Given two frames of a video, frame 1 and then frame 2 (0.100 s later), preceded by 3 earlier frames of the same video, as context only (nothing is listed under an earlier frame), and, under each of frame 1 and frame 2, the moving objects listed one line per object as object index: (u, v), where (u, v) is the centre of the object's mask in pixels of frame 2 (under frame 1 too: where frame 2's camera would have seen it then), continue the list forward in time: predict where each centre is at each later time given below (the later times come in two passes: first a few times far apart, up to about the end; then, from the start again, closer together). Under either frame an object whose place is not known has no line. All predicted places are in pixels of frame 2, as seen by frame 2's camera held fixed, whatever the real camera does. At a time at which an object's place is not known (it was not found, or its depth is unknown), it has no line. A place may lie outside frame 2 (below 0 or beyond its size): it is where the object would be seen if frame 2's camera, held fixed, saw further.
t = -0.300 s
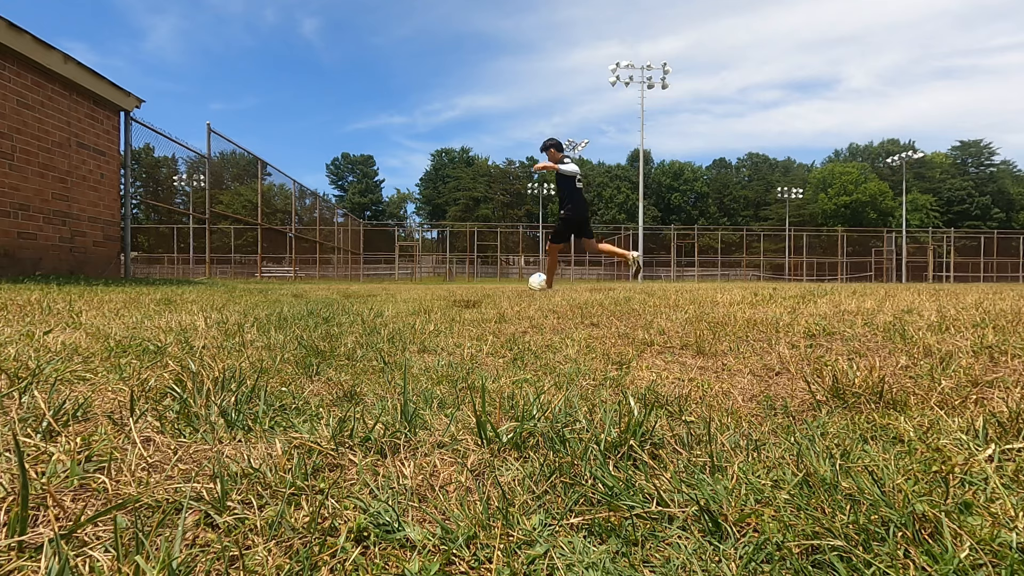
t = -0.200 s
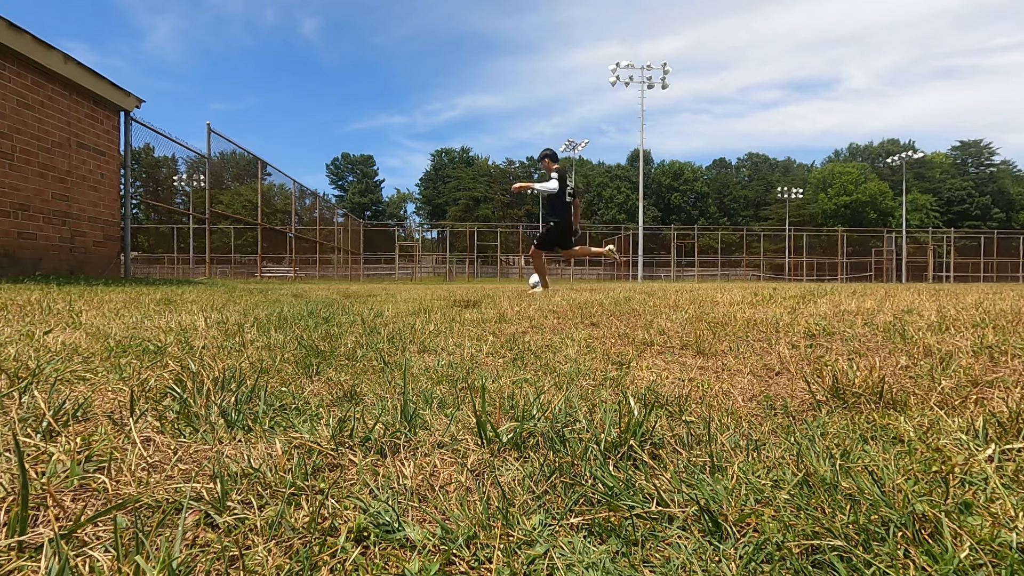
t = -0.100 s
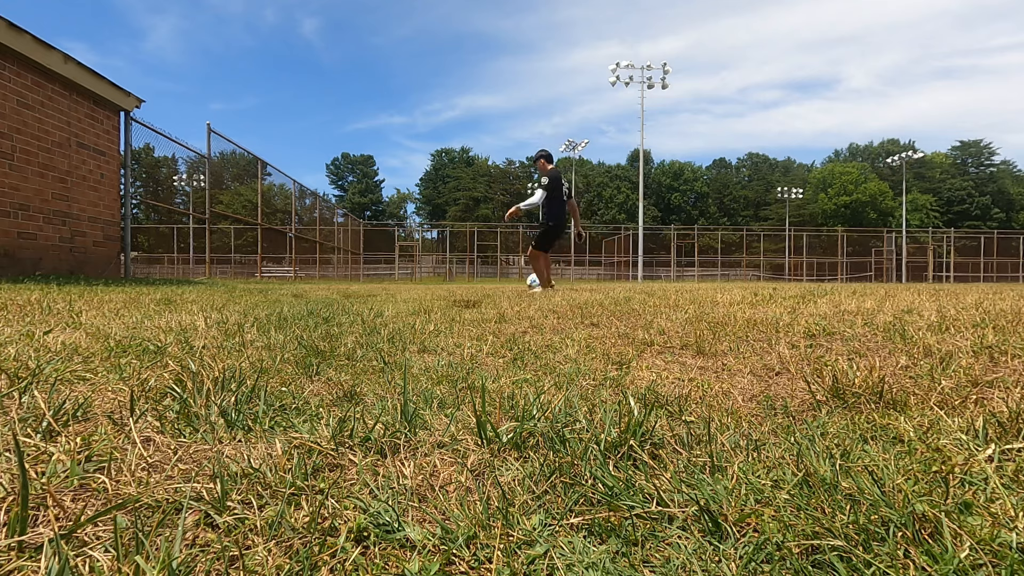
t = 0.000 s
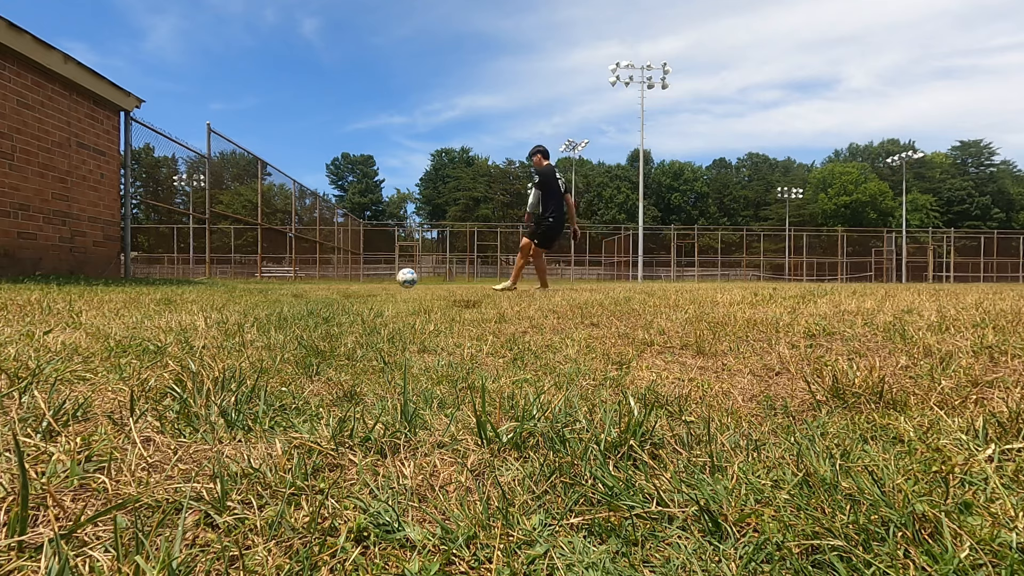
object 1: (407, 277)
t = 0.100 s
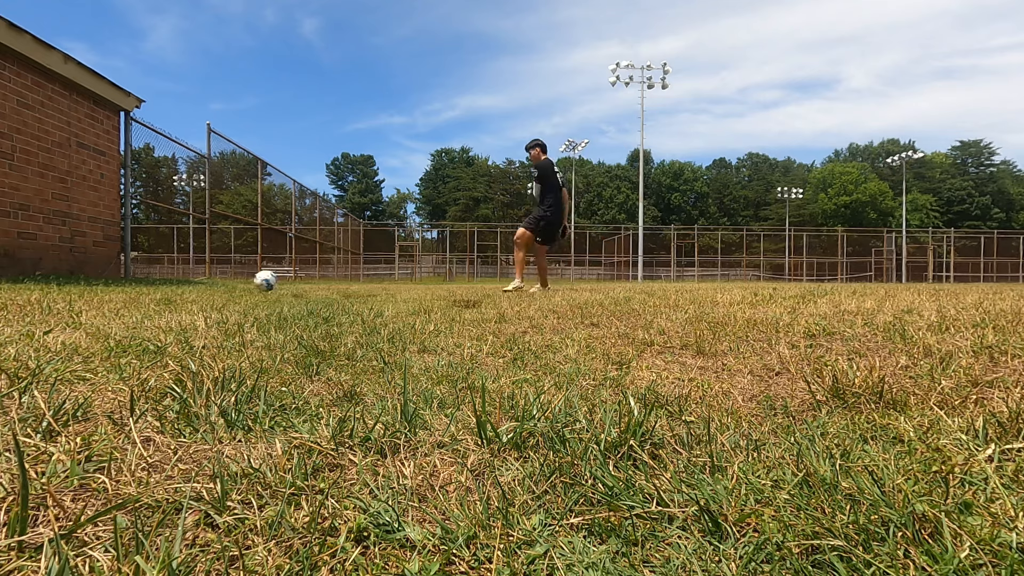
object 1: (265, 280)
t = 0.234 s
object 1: (77, 275)
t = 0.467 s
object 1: (119, 261)
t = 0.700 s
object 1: (331, 288)
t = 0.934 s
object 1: (476, 285)
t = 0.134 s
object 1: (216, 282)
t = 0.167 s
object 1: (165, 282)
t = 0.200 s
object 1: (120, 279)
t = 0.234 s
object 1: (77, 275)
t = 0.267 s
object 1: (32, 270)
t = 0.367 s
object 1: (20, 262)
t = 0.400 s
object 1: (53, 261)
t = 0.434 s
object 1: (87, 260)
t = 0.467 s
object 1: (119, 261)
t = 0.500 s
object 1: (151, 263)
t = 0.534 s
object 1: (183, 267)
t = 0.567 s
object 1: (216, 271)
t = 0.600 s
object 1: (247, 277)
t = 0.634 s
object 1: (278, 284)
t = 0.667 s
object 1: (308, 290)
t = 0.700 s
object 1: (331, 288)
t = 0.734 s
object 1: (353, 286)
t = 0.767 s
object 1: (374, 284)
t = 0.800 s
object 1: (395, 283)
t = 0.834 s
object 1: (417, 283)
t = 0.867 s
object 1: (438, 285)
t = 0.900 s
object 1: (458, 286)
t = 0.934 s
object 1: (476, 285)
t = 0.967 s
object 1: (492, 284)
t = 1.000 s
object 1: (508, 282)
